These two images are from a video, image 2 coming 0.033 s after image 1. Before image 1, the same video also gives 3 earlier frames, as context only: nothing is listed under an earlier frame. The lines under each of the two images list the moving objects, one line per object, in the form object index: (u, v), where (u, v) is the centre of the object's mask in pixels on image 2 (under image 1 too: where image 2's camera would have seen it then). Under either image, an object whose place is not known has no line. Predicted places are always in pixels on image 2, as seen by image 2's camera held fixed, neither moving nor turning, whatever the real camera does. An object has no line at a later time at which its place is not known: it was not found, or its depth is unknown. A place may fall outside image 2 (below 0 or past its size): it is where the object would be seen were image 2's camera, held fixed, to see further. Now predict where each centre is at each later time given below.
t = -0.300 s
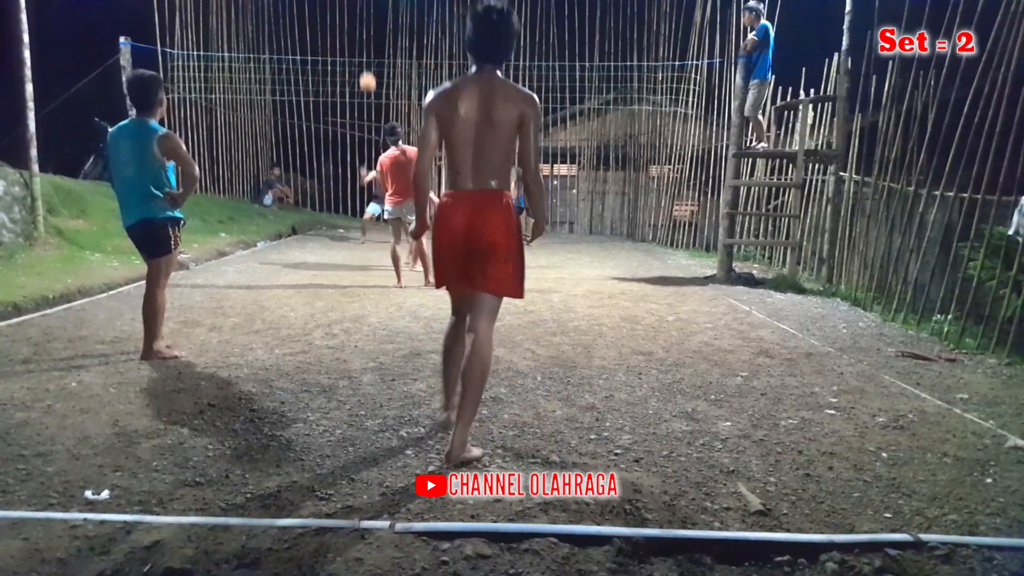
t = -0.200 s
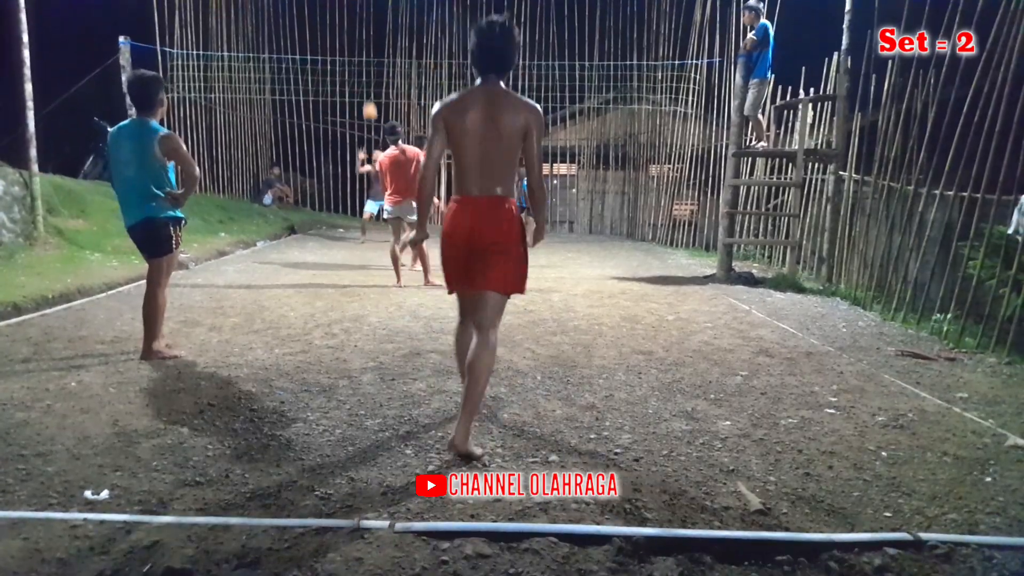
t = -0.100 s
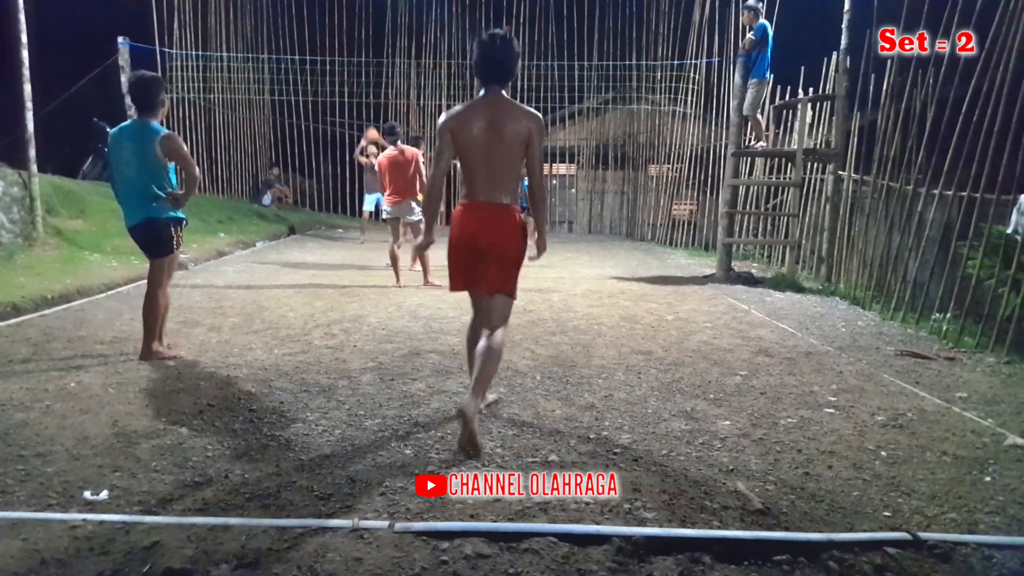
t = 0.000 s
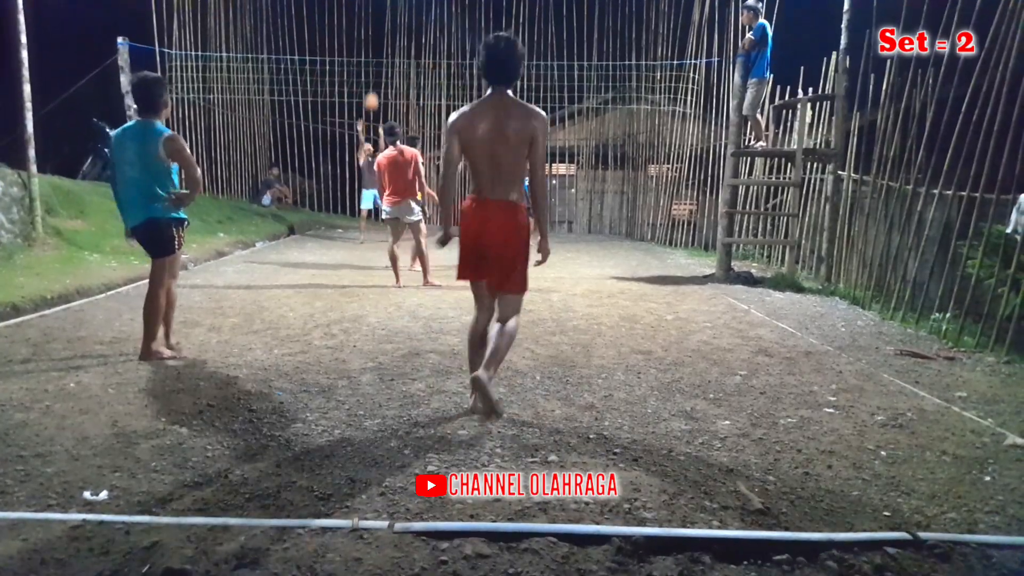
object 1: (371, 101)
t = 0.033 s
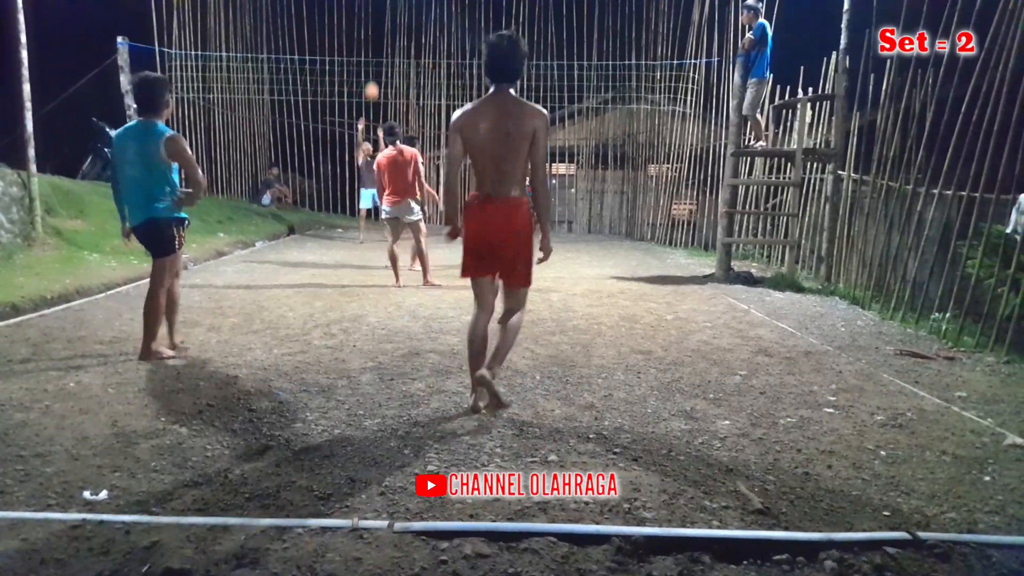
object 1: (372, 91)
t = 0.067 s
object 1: (372, 80)
